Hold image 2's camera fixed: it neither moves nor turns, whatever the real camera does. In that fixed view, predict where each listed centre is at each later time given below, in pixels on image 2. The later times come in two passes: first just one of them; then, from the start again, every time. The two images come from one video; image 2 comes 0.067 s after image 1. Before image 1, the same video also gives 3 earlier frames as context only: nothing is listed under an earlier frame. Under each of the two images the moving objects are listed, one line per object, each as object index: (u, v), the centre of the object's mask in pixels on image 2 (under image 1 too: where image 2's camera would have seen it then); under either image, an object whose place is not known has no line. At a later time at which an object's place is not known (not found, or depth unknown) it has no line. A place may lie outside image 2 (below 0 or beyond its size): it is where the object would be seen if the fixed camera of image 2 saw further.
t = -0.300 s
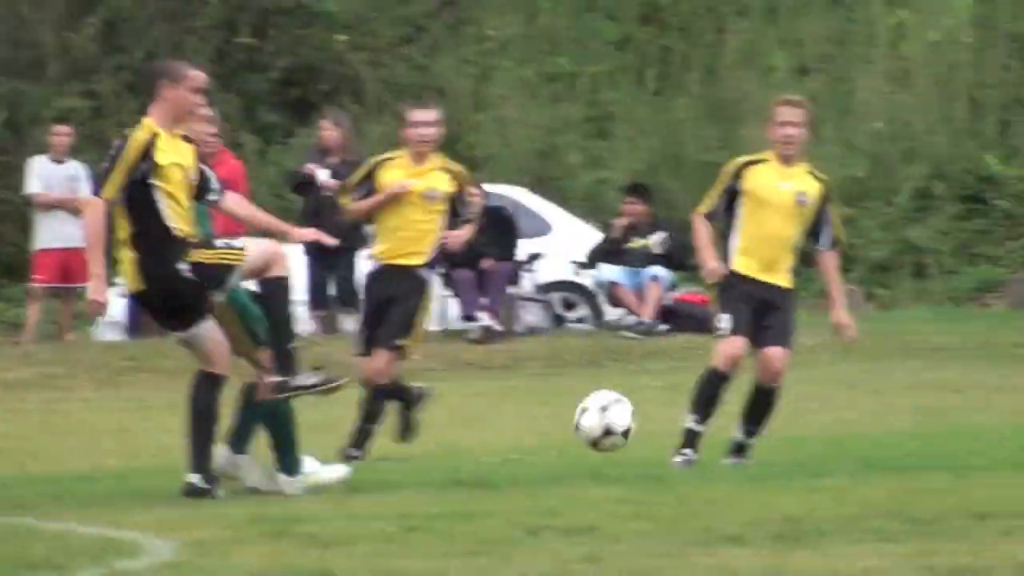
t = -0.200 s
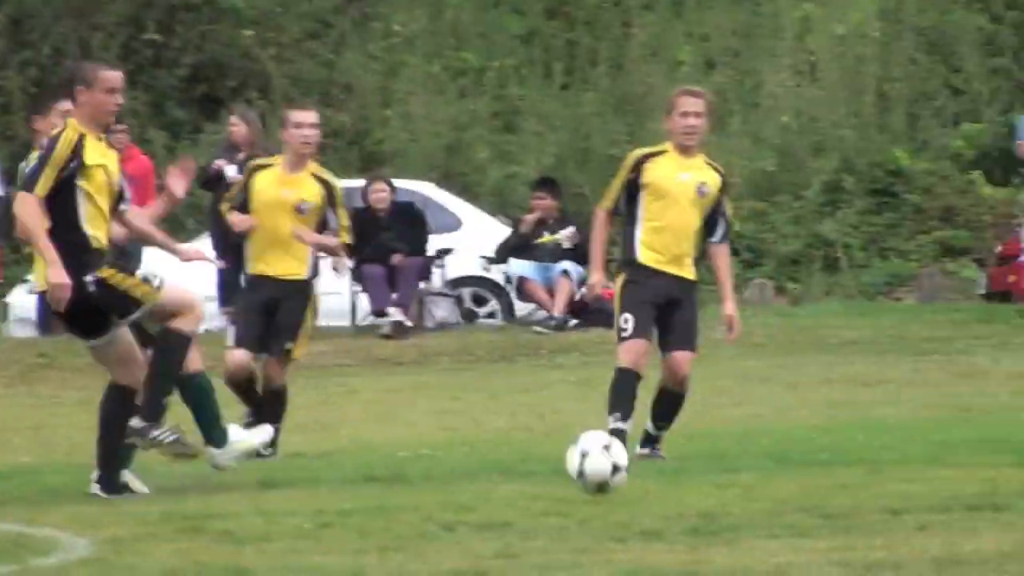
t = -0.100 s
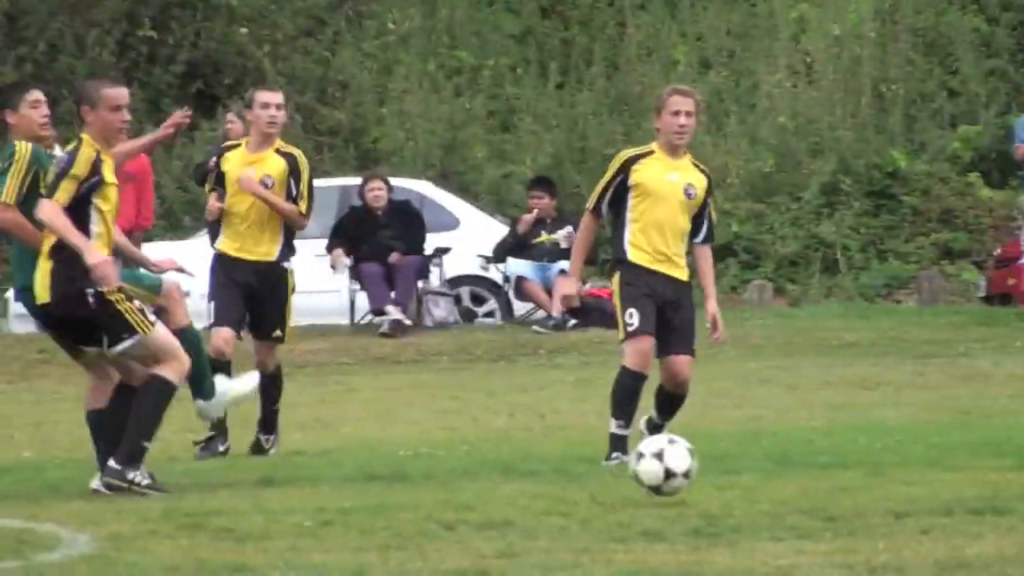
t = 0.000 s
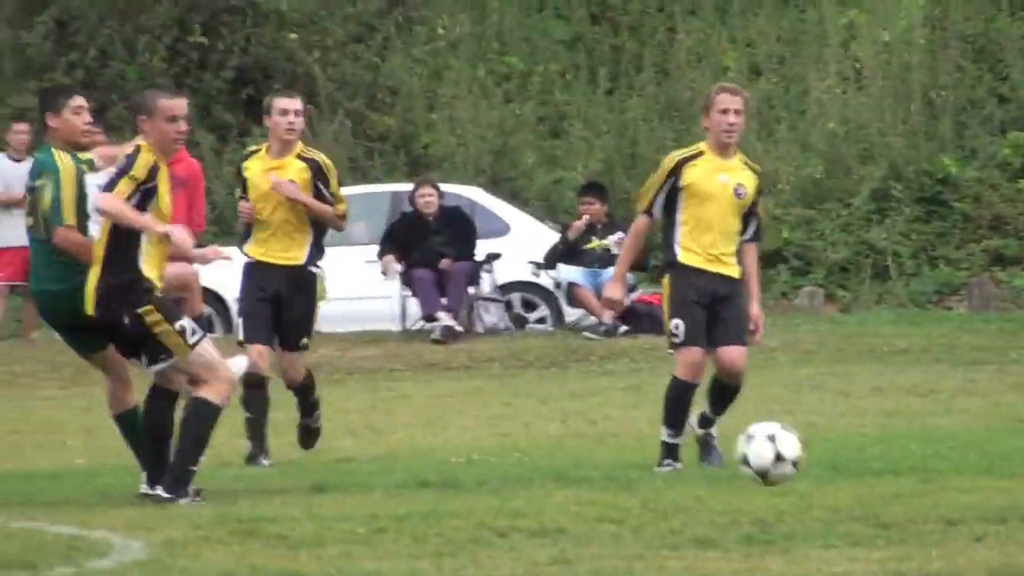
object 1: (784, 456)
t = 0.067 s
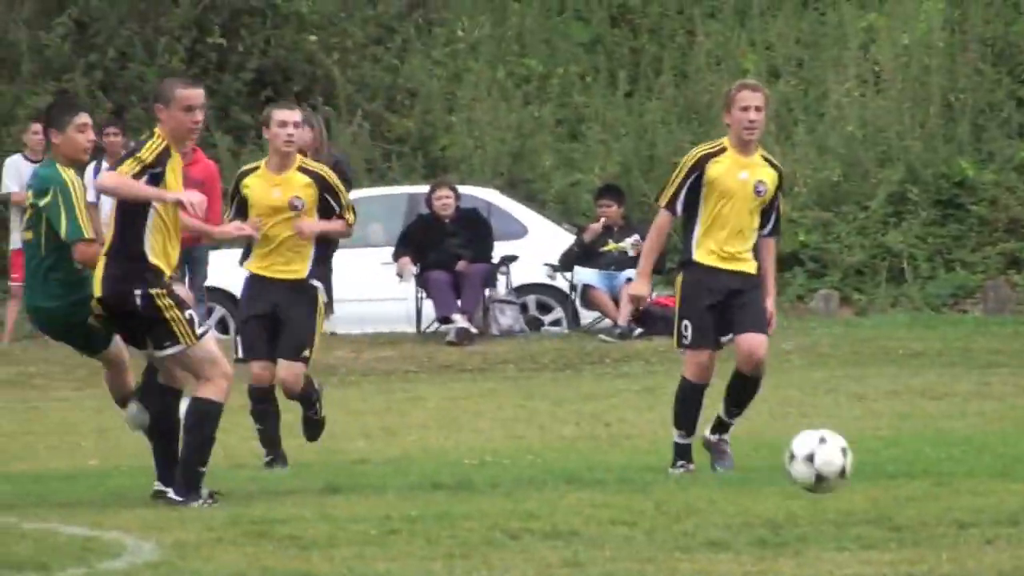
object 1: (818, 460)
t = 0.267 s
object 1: (910, 497)
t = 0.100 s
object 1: (838, 467)
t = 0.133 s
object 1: (858, 477)
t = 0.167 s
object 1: (875, 491)
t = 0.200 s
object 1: (891, 501)
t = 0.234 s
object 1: (902, 499)
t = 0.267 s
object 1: (910, 497)
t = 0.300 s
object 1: (918, 498)
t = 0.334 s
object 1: (927, 501)
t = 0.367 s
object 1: (937, 506)
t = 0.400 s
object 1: (946, 506)
